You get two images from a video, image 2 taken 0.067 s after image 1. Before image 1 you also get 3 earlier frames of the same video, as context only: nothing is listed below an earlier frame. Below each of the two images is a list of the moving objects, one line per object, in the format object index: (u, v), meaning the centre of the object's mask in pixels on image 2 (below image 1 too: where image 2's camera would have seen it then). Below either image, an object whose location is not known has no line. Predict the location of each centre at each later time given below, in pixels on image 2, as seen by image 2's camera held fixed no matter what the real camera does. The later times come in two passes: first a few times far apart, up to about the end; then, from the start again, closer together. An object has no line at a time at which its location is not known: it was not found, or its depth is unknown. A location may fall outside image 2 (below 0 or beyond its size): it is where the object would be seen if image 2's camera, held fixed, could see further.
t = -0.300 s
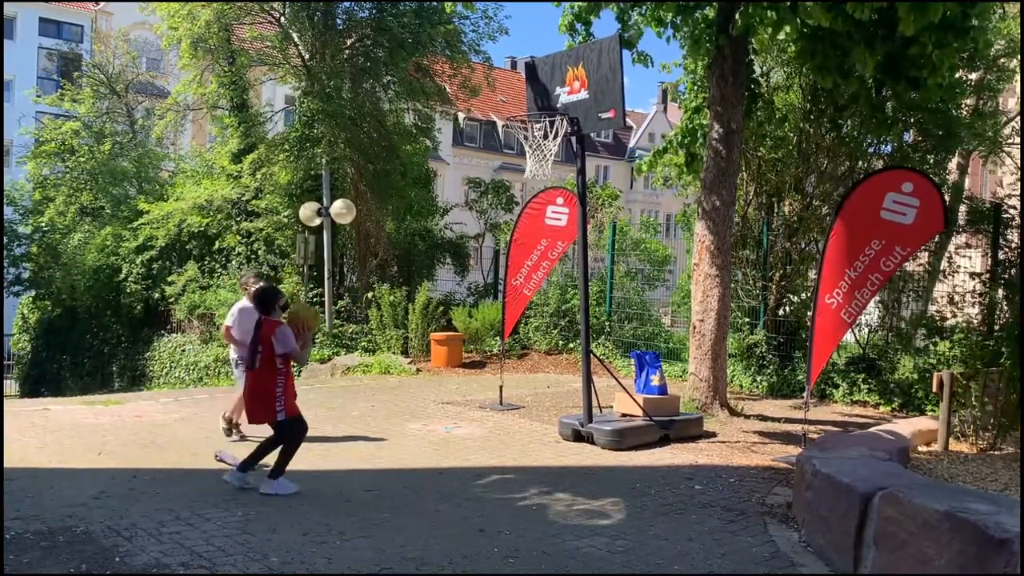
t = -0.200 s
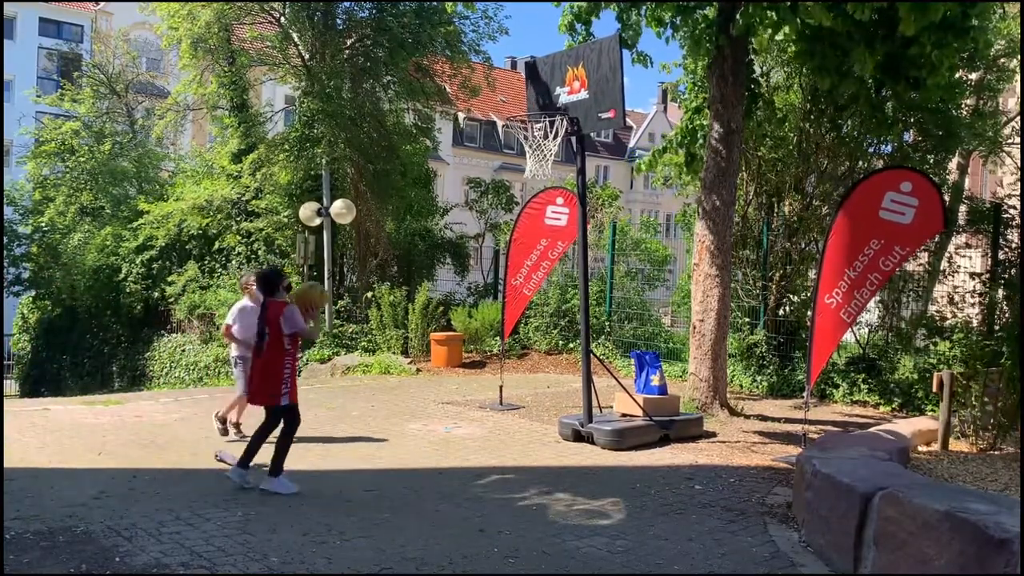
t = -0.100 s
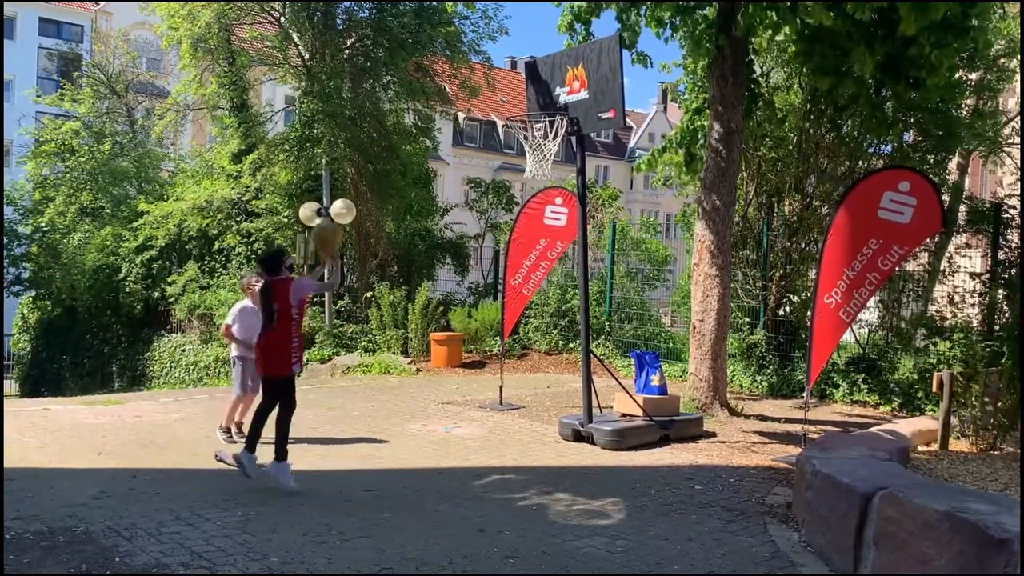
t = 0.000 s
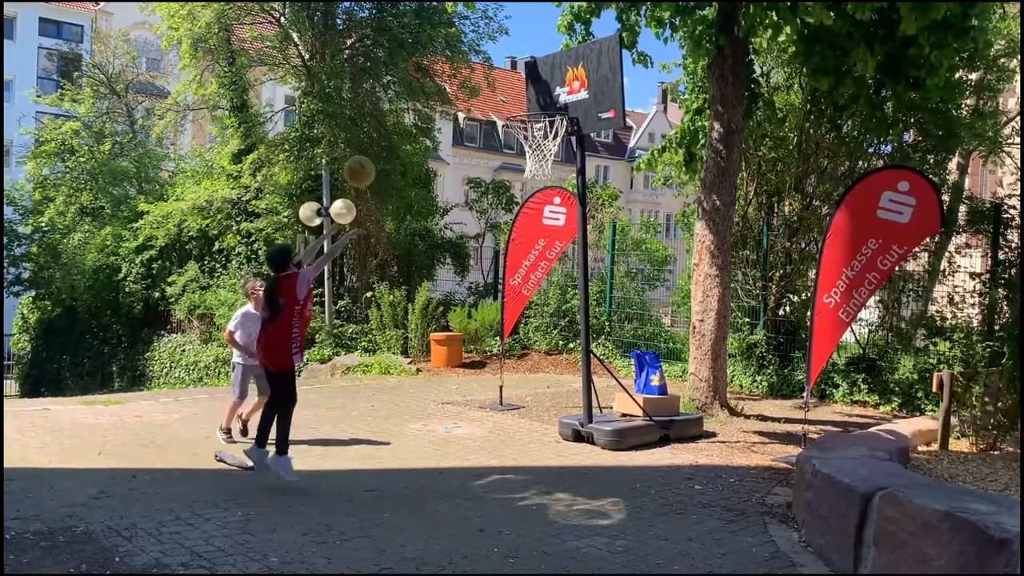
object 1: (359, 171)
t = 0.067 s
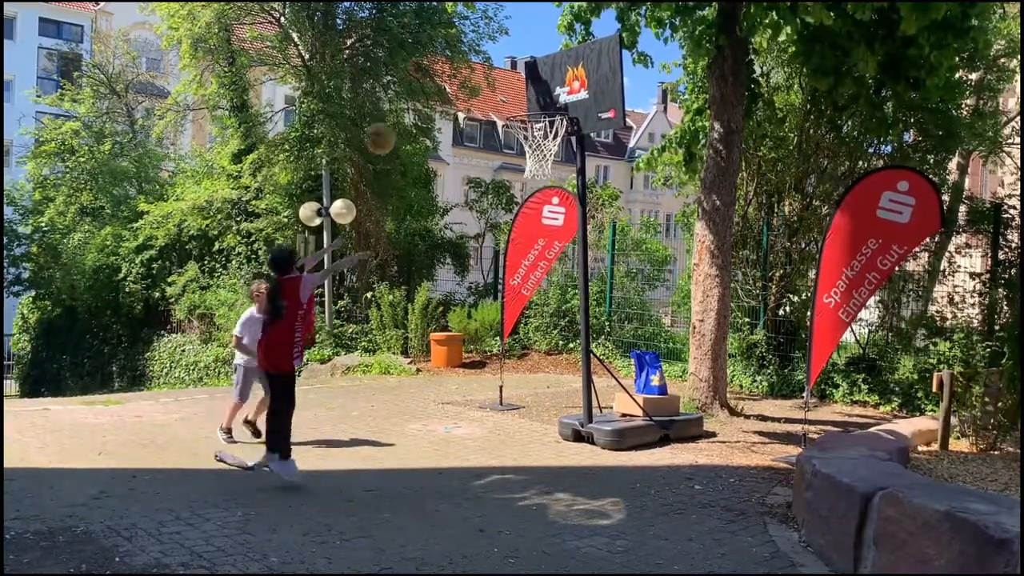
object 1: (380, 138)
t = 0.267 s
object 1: (435, 84)
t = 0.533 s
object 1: (499, 102)
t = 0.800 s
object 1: (491, 106)
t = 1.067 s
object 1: (474, 182)
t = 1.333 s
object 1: (458, 328)
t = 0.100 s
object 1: (389, 126)
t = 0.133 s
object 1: (399, 113)
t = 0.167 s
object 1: (409, 103)
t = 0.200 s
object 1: (418, 93)
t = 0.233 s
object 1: (426, 89)
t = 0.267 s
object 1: (435, 84)
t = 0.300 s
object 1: (445, 82)
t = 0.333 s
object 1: (453, 80)
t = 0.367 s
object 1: (461, 80)
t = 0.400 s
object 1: (470, 82)
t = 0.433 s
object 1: (478, 85)
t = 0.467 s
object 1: (485, 89)
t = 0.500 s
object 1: (492, 95)
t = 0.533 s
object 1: (499, 102)
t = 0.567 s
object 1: (504, 107)
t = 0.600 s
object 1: (502, 103)
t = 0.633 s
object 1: (500, 100)
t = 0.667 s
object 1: (498, 99)
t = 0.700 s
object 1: (496, 99)
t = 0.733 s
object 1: (494, 100)
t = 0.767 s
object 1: (492, 102)
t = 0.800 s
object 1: (491, 106)
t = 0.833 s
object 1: (489, 111)
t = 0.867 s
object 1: (486, 118)
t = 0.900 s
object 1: (484, 126)
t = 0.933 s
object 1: (482, 135)
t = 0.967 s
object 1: (479, 145)
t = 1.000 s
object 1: (477, 156)
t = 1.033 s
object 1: (475, 168)
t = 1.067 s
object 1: (474, 182)
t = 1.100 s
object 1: (471, 196)
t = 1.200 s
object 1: (465, 248)
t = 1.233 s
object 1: (463, 266)
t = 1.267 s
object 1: (462, 287)
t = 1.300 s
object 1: (459, 308)
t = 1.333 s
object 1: (458, 328)
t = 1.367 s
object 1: (455, 353)
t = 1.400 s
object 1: (454, 376)
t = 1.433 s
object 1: (451, 401)
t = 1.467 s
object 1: (450, 416)
